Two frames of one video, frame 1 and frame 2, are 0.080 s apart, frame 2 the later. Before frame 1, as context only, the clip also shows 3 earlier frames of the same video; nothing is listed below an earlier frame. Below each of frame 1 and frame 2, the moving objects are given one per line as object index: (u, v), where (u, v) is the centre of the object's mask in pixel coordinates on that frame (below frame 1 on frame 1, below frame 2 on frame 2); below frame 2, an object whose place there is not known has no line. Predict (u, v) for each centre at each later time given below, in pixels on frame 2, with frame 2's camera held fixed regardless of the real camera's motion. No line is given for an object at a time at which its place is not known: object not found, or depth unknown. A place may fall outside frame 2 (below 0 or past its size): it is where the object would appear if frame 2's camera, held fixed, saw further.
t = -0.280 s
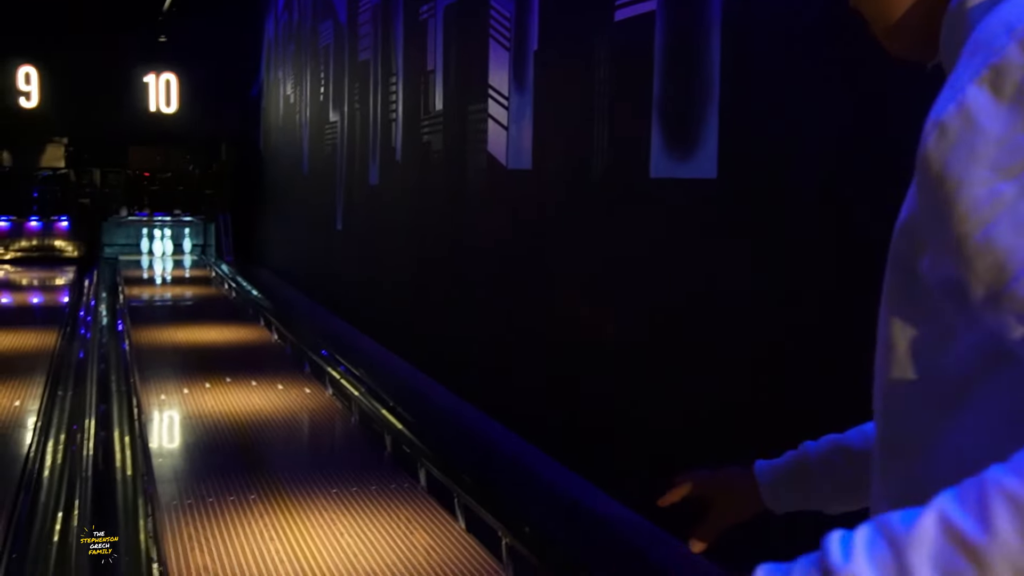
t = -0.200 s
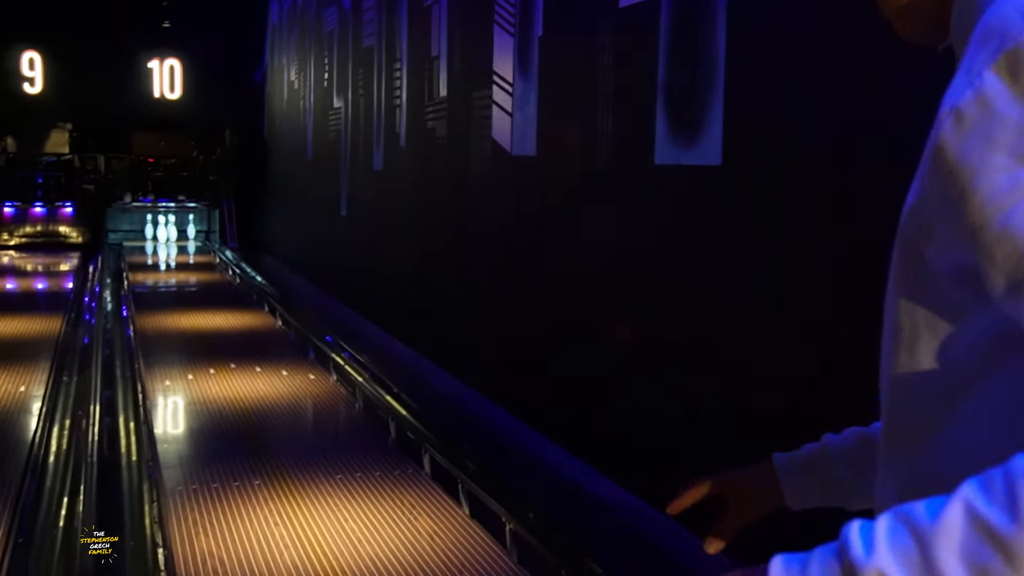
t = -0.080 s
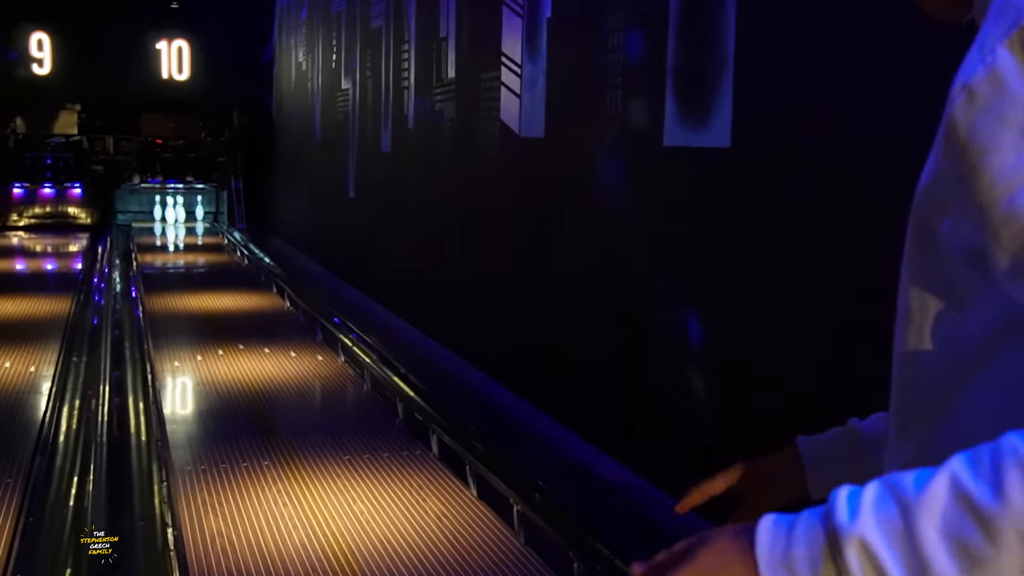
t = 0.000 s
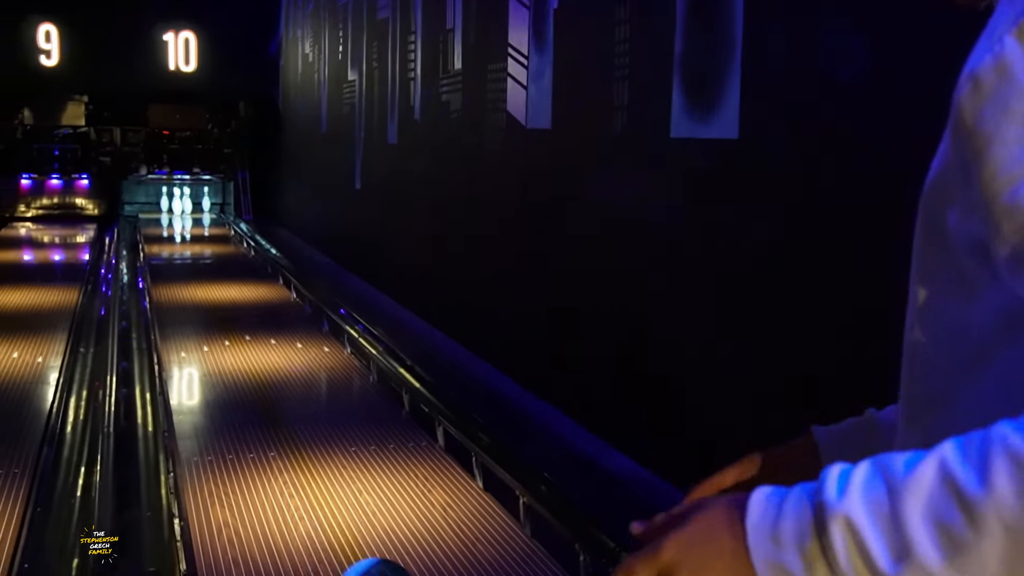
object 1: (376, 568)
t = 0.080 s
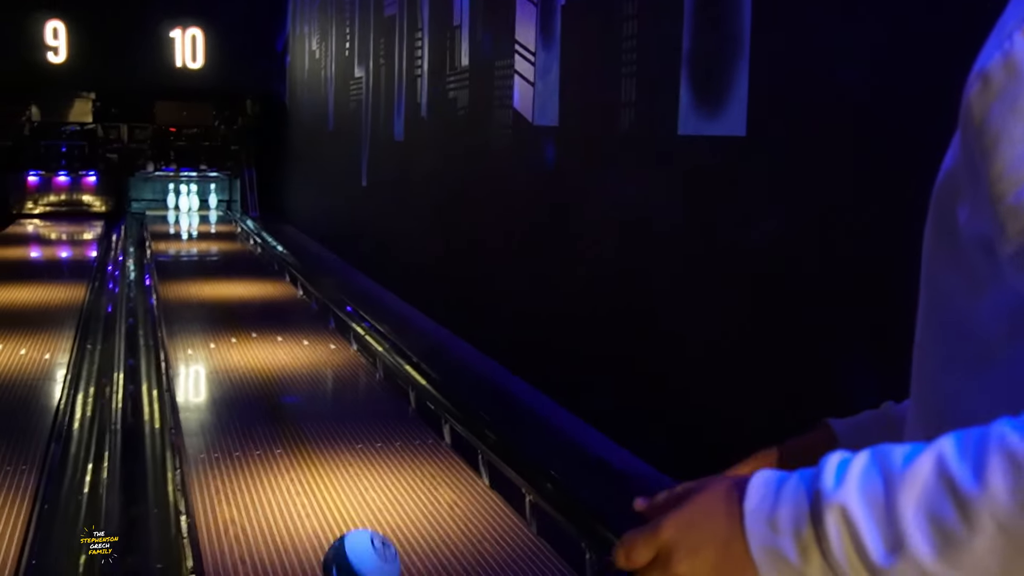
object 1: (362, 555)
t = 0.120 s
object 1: (351, 551)
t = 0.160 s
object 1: (340, 546)
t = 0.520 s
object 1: (278, 460)
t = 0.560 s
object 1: (273, 452)
